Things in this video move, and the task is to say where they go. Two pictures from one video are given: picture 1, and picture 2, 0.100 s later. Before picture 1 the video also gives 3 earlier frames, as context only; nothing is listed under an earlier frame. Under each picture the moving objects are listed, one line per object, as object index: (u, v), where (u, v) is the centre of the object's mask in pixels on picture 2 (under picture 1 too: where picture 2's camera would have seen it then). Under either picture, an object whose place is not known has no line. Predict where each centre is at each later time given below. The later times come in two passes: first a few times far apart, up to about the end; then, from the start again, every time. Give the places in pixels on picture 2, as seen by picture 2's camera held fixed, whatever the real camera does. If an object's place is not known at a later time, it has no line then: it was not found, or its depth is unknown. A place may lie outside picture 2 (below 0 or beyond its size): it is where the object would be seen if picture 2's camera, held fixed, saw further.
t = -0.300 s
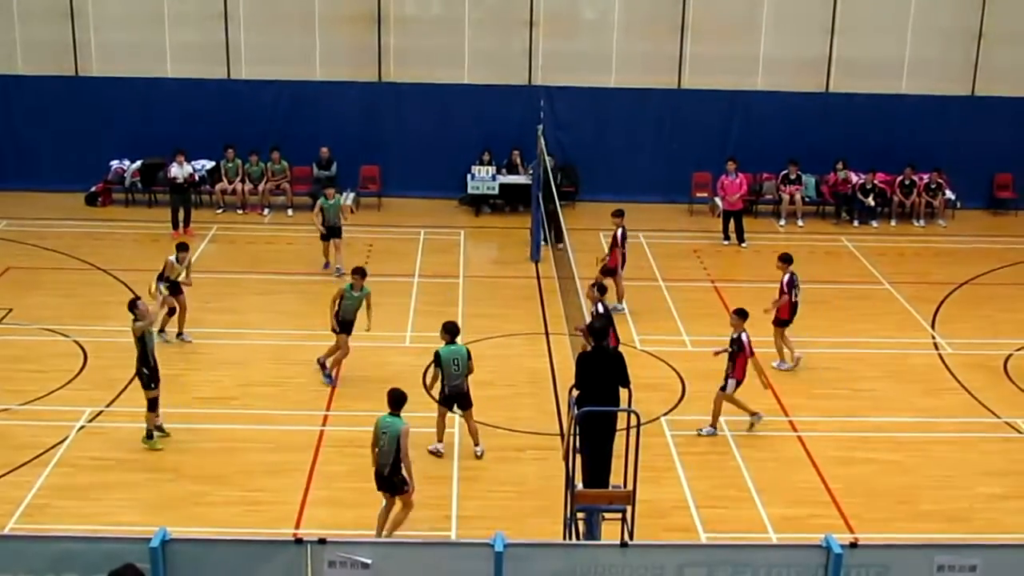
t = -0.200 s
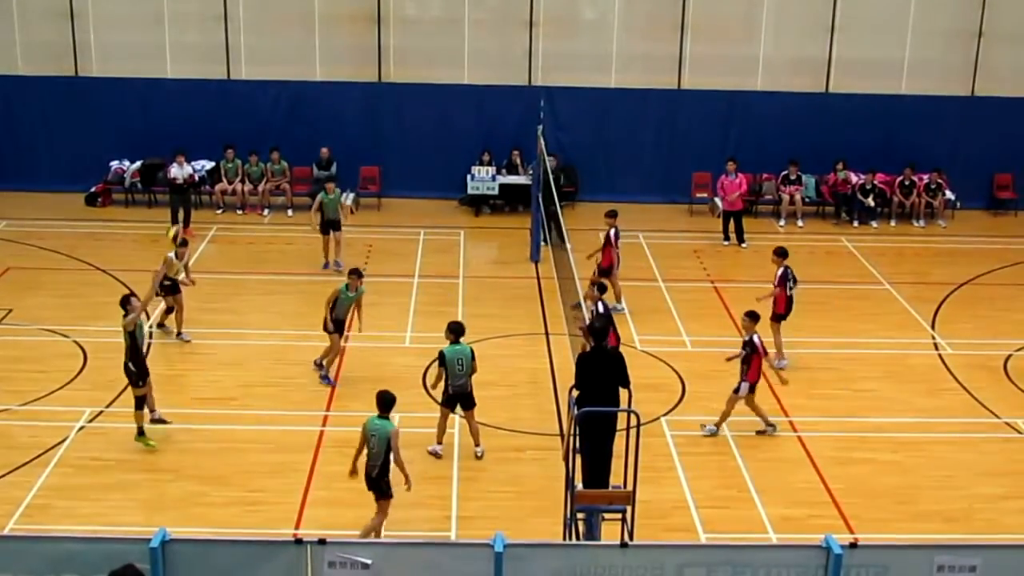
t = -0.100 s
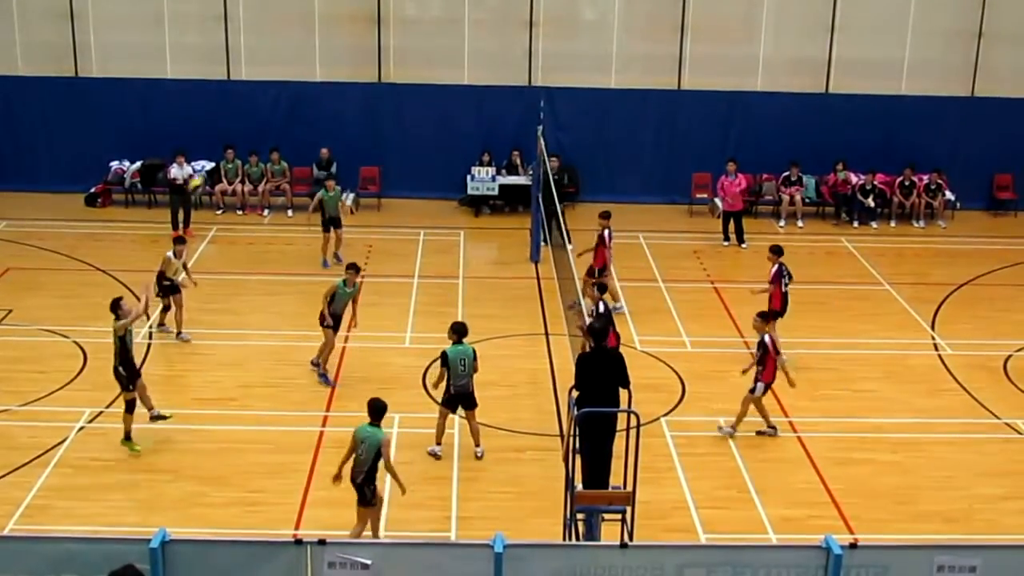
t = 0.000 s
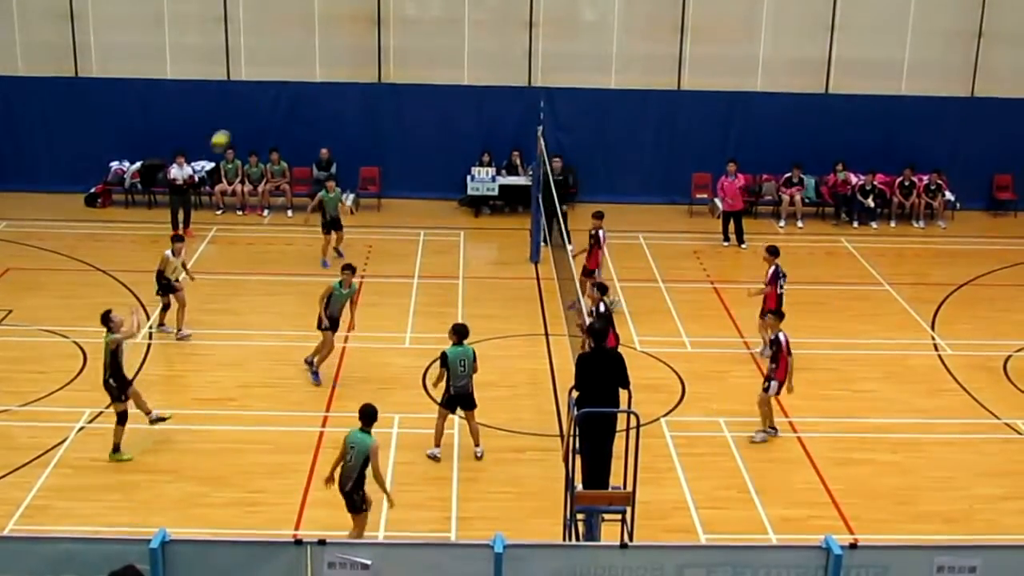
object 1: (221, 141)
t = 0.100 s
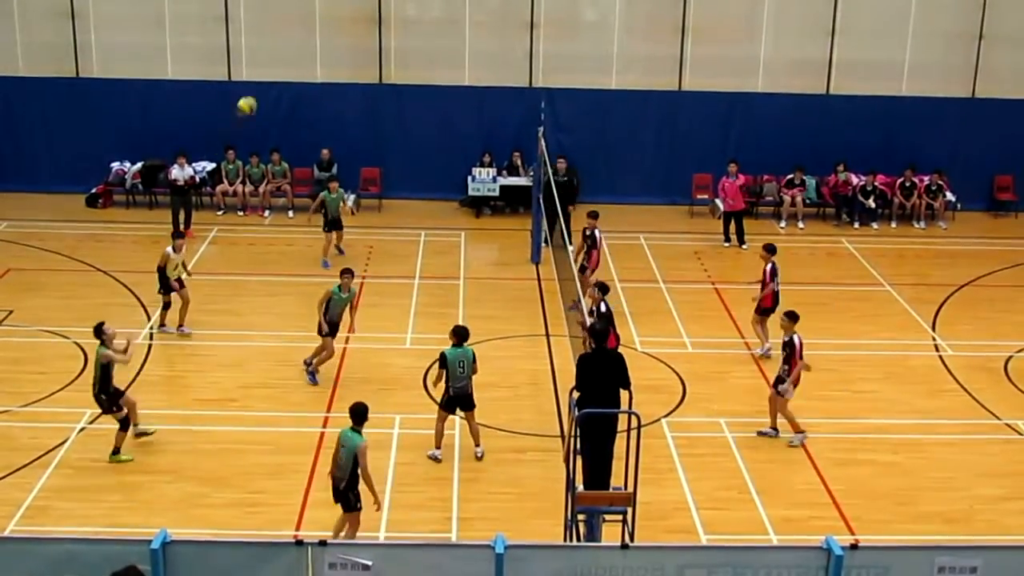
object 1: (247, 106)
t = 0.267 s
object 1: (287, 68)
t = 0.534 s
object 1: (353, 59)
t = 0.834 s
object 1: (422, 118)
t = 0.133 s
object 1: (255, 96)
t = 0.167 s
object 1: (264, 88)
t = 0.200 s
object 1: (271, 81)
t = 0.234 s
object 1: (279, 74)
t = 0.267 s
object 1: (287, 68)
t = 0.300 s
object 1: (297, 64)
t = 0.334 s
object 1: (304, 61)
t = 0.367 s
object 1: (312, 58)
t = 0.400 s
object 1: (321, 56)
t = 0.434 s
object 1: (329, 54)
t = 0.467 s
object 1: (337, 55)
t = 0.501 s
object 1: (344, 56)
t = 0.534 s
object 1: (353, 59)
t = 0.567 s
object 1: (363, 62)
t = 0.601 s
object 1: (370, 66)
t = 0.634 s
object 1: (379, 72)
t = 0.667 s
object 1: (386, 79)
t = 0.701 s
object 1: (397, 85)
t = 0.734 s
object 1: (404, 92)
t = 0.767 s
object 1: (410, 99)
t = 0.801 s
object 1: (416, 108)
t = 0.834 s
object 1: (422, 118)
